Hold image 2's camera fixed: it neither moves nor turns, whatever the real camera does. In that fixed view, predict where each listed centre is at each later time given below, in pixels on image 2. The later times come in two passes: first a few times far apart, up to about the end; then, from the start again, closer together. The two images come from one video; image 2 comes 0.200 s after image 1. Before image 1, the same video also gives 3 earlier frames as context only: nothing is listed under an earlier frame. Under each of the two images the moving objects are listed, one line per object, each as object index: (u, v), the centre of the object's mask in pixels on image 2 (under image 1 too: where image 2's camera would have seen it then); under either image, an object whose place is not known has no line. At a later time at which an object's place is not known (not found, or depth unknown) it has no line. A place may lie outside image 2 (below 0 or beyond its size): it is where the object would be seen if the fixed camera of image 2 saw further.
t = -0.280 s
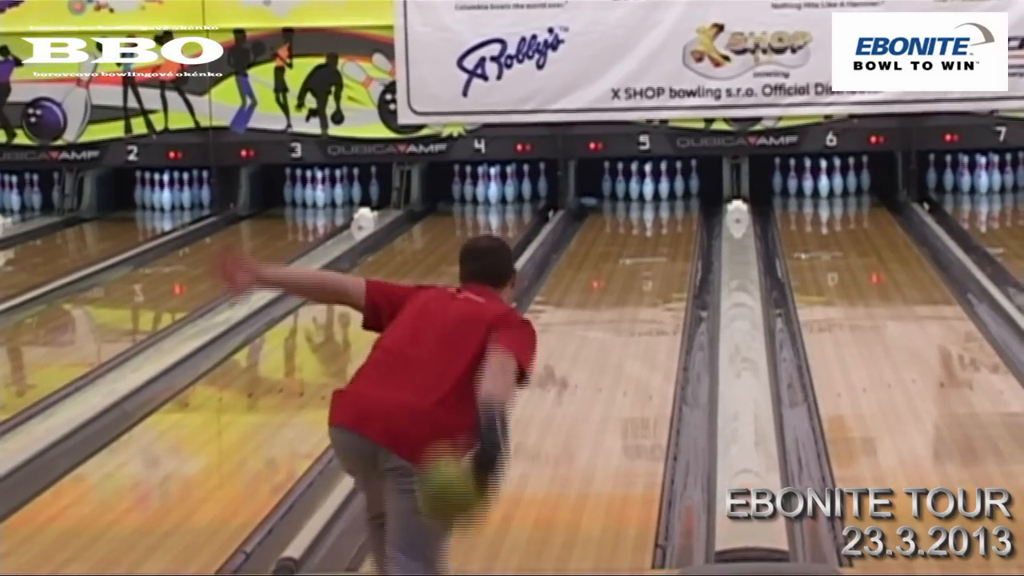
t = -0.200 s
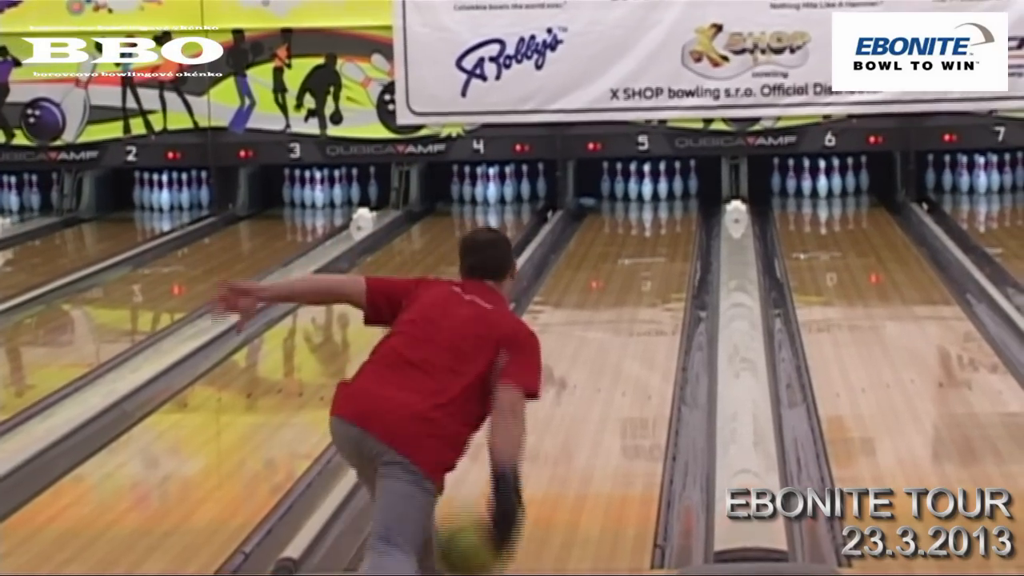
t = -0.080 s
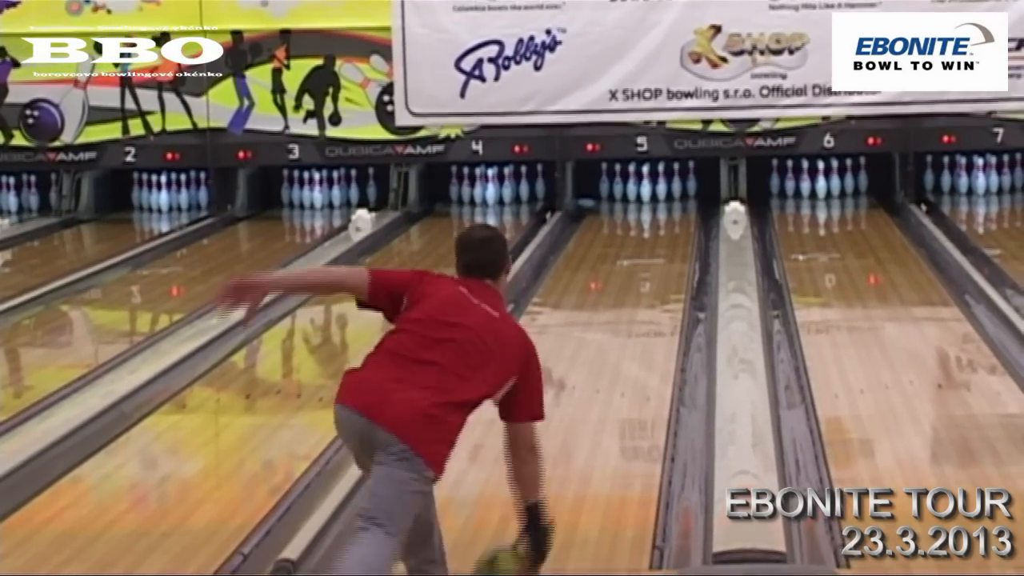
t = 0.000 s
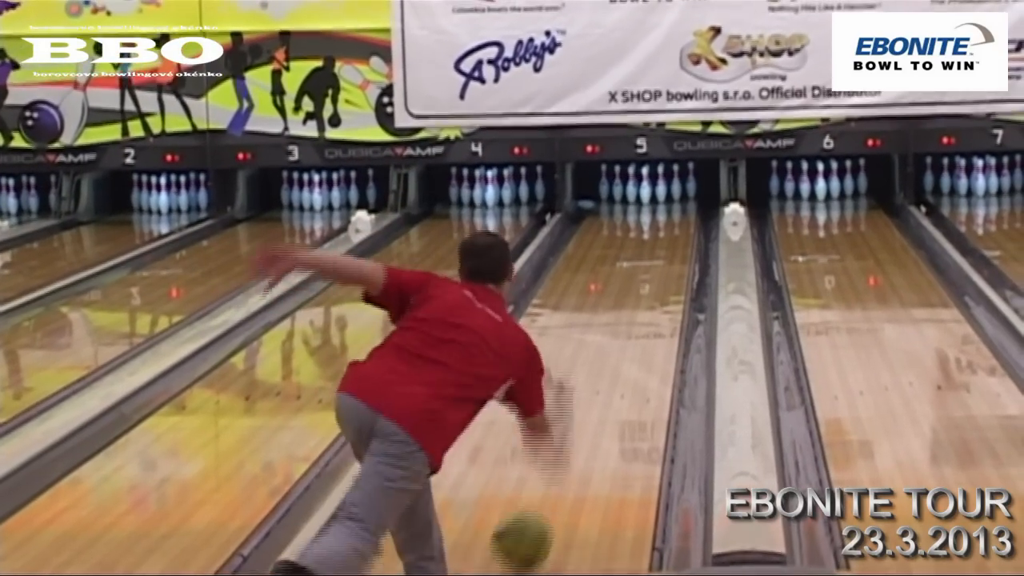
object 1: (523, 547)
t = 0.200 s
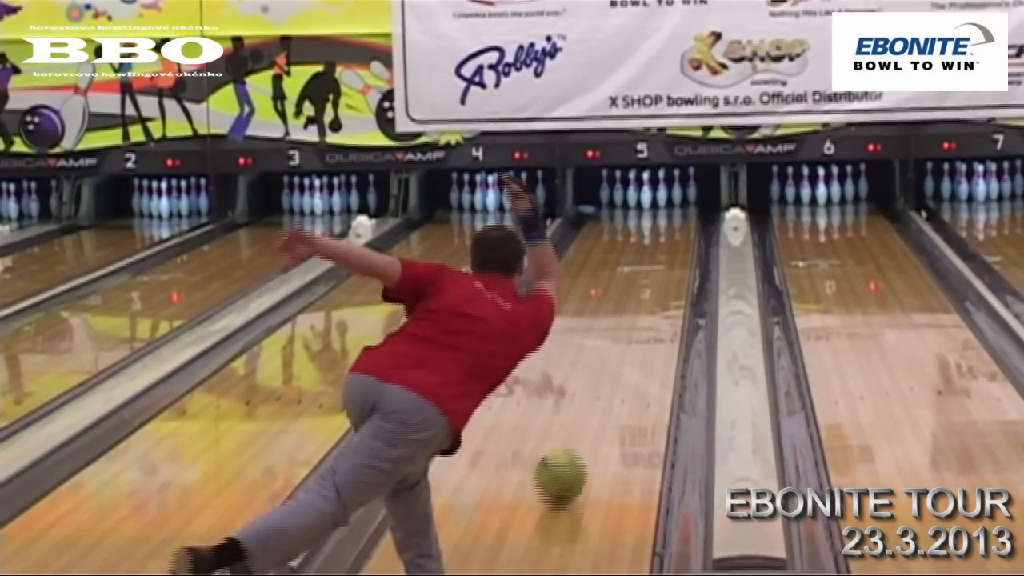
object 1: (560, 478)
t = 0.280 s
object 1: (573, 453)
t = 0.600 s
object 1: (610, 378)
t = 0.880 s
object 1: (633, 330)
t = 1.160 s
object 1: (648, 295)
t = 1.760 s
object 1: (667, 241)
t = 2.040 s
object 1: (669, 222)
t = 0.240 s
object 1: (566, 465)
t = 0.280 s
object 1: (573, 453)
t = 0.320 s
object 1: (578, 443)
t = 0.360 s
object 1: (583, 431)
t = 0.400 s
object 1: (588, 421)
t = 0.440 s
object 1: (593, 412)
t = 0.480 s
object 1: (597, 403)
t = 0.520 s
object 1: (602, 394)
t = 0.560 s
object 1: (606, 386)
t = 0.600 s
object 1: (610, 378)
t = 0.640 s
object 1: (613, 369)
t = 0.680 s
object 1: (617, 363)
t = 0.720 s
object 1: (621, 357)
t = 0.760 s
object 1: (623, 349)
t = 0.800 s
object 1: (626, 344)
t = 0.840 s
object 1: (630, 338)
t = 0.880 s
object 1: (633, 330)
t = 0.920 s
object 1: (635, 324)
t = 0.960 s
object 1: (637, 319)
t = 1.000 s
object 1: (640, 313)
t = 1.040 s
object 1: (642, 308)
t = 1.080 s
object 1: (644, 304)
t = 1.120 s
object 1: (647, 299)
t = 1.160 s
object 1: (648, 295)
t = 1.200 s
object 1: (649, 291)
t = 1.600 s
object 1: (663, 252)
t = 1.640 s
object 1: (664, 250)
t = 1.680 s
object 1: (667, 246)
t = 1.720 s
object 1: (667, 244)
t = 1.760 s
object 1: (667, 241)
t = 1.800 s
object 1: (668, 237)
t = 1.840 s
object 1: (668, 234)
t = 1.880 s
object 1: (669, 232)
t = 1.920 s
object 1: (670, 229)
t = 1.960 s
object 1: (669, 226)
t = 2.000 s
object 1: (669, 224)
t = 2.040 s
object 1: (669, 222)
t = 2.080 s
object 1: (669, 219)
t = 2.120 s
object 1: (669, 217)
